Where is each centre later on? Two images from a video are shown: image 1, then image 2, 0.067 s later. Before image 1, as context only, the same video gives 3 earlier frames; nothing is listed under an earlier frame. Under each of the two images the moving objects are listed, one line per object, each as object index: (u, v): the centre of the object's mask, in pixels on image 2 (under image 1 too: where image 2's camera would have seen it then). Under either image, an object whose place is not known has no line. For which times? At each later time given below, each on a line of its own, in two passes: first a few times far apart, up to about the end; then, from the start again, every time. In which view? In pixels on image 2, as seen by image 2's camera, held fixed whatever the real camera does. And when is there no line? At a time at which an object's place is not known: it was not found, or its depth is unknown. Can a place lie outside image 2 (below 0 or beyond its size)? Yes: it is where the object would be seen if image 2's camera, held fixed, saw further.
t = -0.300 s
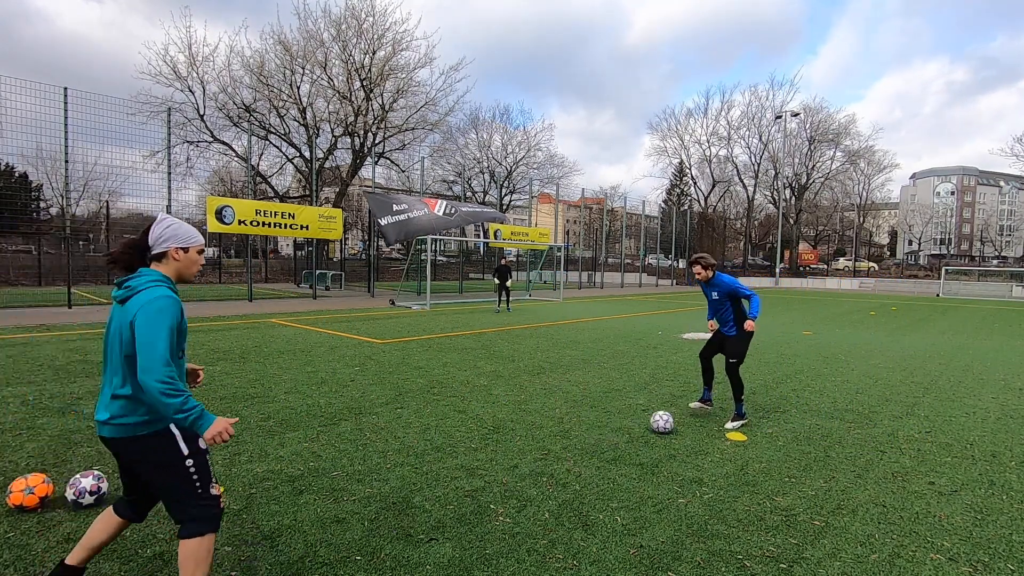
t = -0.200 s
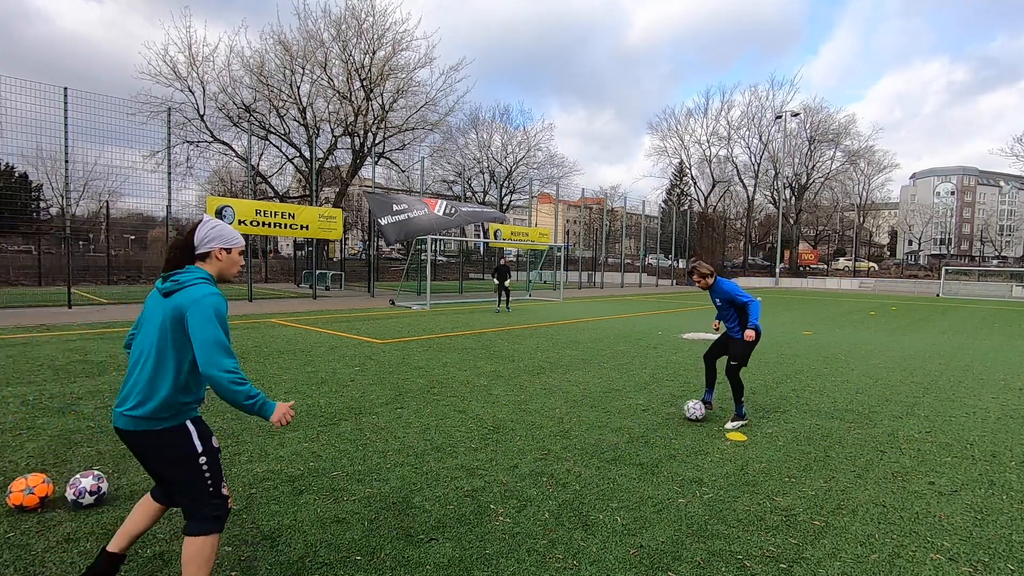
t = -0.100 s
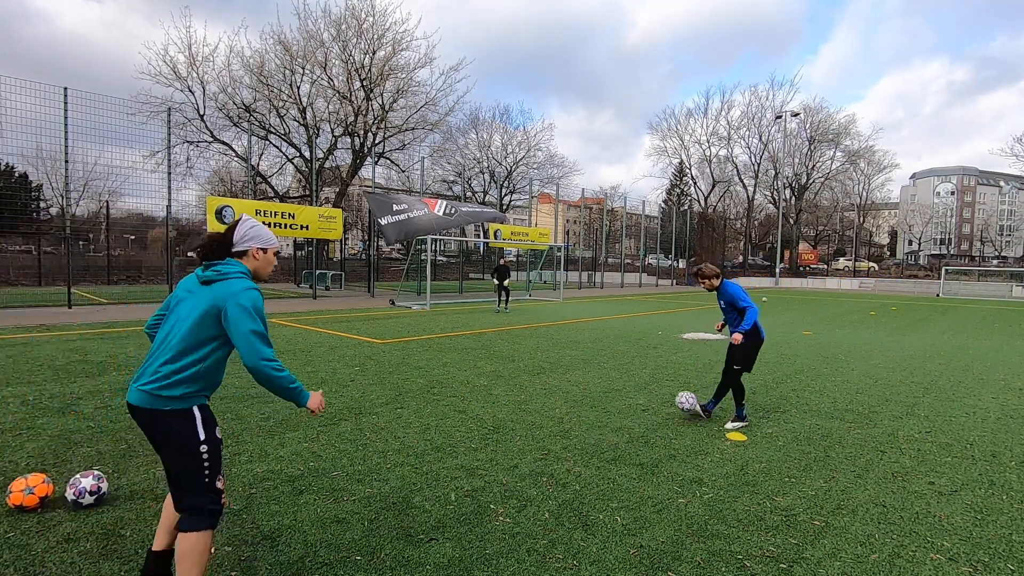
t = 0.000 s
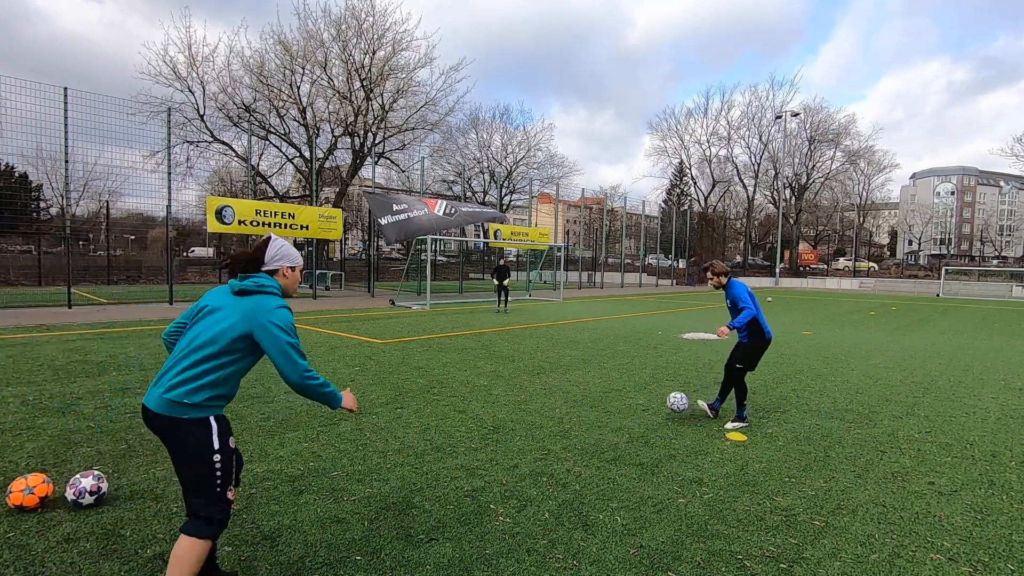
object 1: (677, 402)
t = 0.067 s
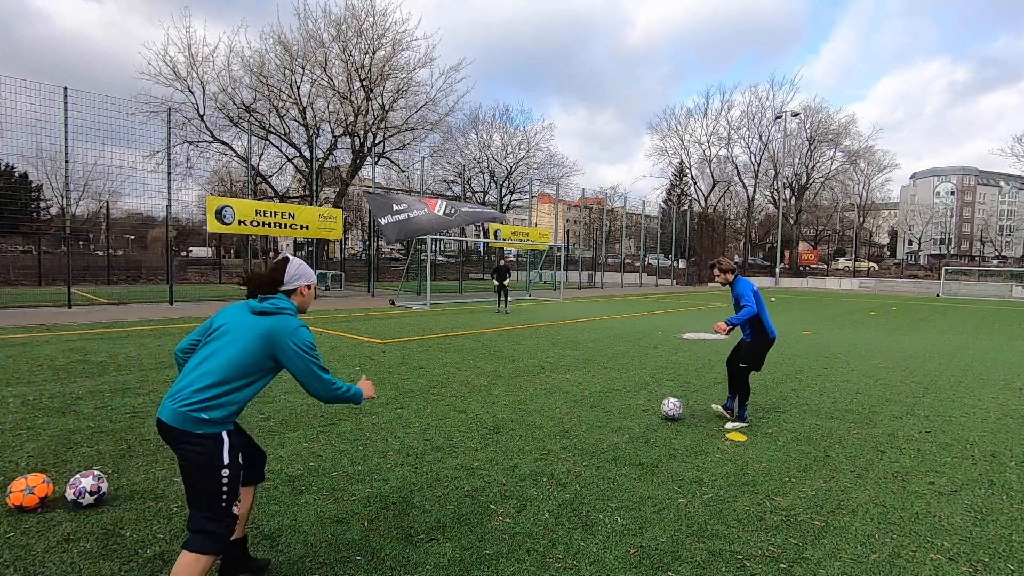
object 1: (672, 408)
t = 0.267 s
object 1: (653, 410)
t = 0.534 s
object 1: (629, 411)
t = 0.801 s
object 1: (608, 412)
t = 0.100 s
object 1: (669, 410)
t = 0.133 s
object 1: (666, 409)
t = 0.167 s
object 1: (663, 407)
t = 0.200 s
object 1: (659, 407)
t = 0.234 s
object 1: (656, 408)
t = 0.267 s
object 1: (653, 410)
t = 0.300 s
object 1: (650, 411)
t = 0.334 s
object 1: (647, 410)
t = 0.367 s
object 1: (644, 410)
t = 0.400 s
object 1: (641, 411)
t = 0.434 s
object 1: (638, 411)
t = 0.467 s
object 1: (635, 411)
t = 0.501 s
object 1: (632, 411)
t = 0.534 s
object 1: (629, 411)
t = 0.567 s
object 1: (626, 411)
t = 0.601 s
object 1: (623, 411)
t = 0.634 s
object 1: (621, 411)
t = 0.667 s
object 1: (618, 412)
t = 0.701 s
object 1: (615, 411)
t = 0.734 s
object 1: (613, 411)
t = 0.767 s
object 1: (610, 412)
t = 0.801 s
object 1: (608, 412)
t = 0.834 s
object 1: (605, 412)
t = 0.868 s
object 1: (603, 412)
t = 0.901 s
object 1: (600, 412)
